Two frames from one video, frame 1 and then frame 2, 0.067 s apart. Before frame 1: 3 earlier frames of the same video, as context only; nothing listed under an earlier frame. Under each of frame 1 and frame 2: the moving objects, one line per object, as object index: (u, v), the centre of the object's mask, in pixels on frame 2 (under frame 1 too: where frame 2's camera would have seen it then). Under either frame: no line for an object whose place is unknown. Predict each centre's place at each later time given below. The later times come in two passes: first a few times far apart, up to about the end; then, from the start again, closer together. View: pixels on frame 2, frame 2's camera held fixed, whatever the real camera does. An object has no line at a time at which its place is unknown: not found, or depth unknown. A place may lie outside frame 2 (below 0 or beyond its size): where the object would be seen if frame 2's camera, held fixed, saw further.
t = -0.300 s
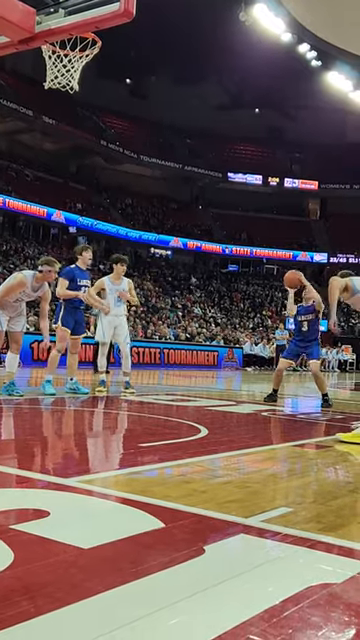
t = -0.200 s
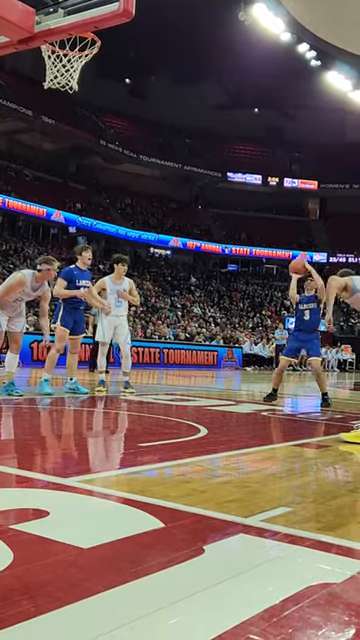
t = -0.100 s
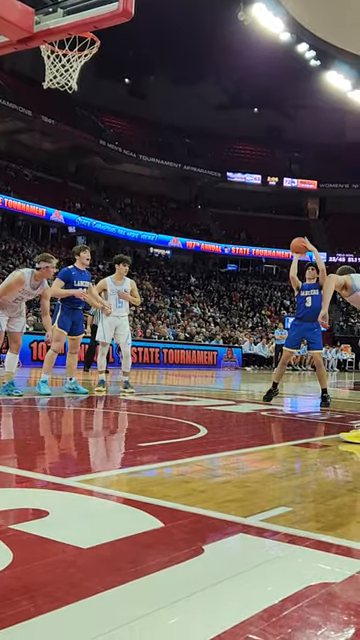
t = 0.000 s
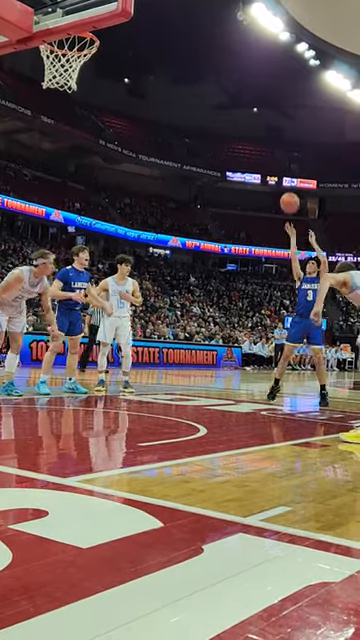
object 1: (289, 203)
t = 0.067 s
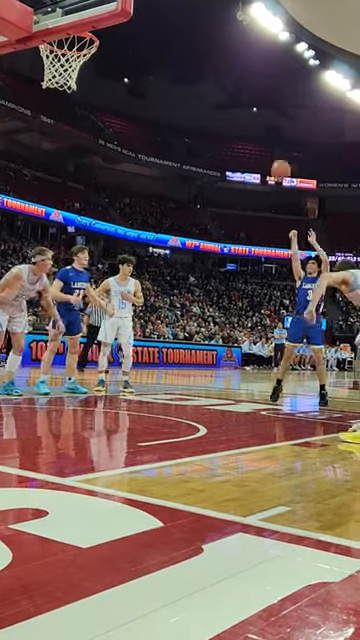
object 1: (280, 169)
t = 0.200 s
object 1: (260, 113)
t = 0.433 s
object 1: (219, 36)
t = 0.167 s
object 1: (266, 126)
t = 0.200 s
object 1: (260, 113)
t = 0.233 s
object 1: (255, 100)
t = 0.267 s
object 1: (250, 87)
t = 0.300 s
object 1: (244, 76)
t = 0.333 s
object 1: (238, 65)
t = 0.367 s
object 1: (232, 55)
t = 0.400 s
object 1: (226, 45)
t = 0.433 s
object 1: (219, 36)
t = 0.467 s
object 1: (212, 28)
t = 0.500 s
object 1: (206, 21)
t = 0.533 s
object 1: (198, 15)
